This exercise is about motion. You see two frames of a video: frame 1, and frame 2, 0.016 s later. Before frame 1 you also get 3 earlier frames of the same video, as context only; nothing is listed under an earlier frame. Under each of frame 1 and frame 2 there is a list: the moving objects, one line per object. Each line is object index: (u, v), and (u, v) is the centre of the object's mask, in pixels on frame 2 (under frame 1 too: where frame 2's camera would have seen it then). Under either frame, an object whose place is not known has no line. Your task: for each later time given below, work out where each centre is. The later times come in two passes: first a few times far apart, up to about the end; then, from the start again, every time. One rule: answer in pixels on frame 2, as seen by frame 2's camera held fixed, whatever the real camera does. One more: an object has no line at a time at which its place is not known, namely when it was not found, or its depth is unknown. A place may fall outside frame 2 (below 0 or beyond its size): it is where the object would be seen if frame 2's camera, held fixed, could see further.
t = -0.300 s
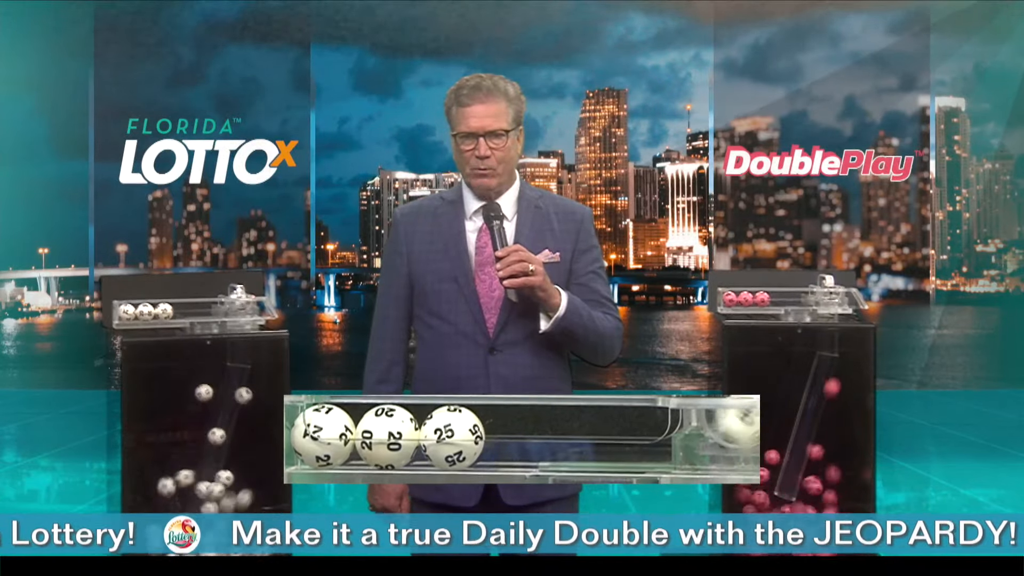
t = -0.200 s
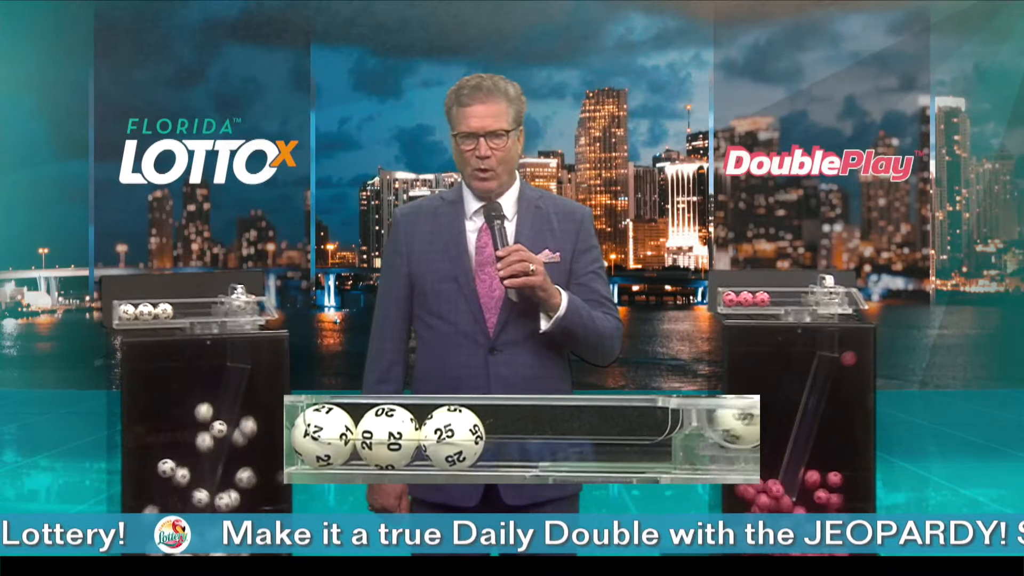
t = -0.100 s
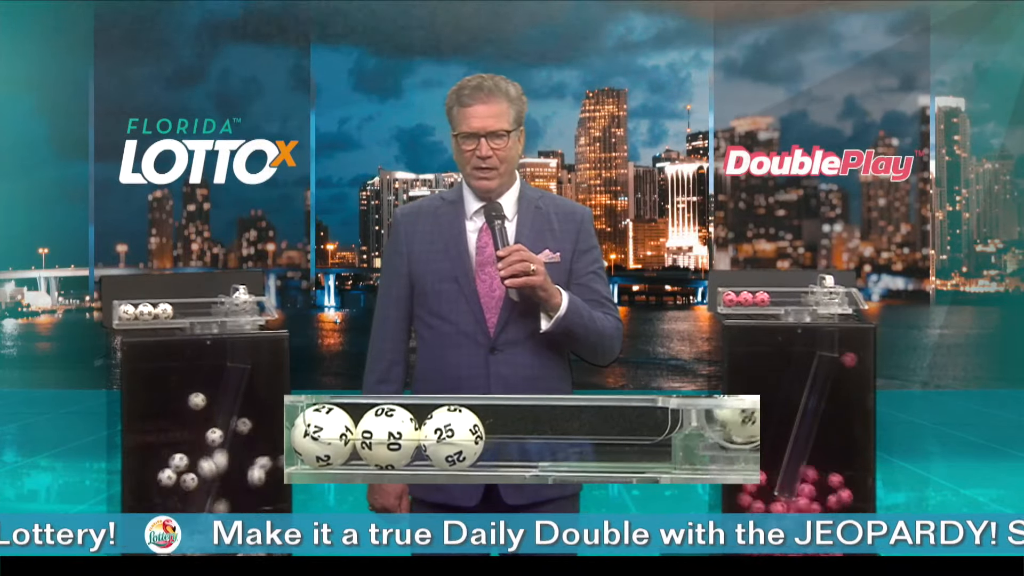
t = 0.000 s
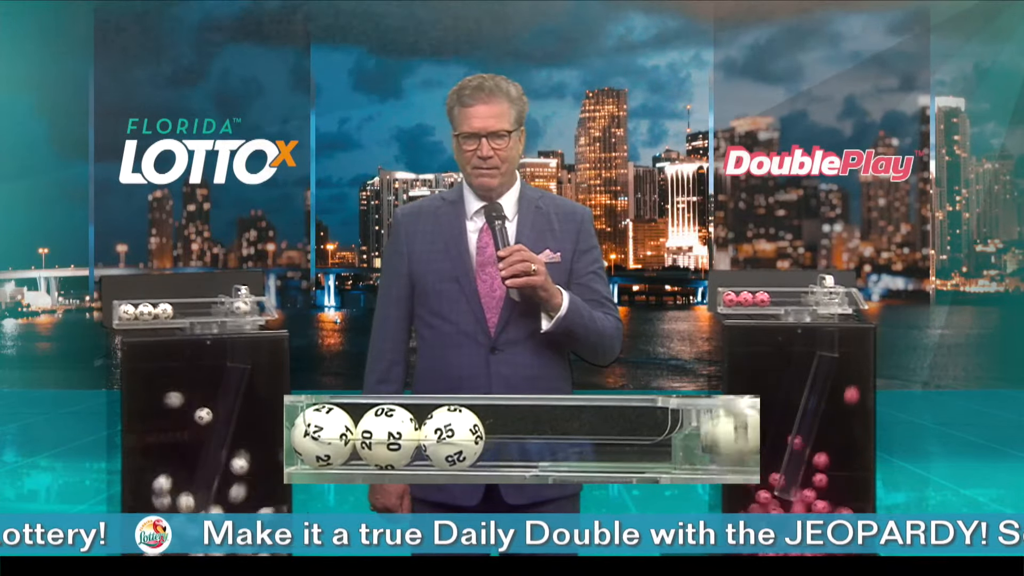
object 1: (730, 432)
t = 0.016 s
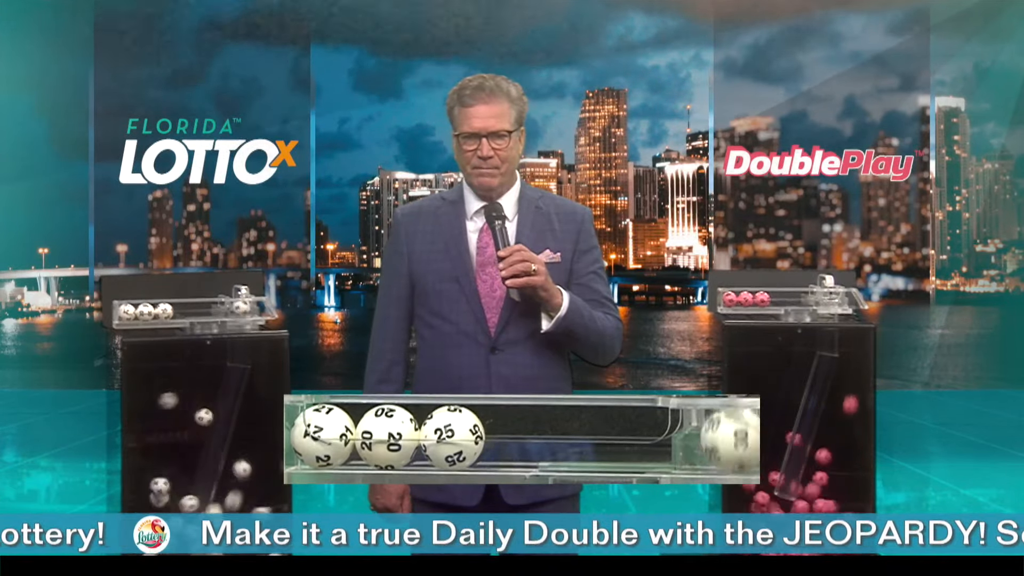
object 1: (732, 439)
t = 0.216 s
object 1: (720, 436)
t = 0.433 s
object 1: (711, 442)
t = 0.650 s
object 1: (633, 440)
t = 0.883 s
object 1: (544, 438)
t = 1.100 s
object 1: (513, 436)
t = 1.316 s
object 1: (511, 438)
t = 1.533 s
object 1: (511, 438)
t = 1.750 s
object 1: (511, 438)
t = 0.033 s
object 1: (730, 434)
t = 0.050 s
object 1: (729, 434)
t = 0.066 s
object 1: (729, 438)
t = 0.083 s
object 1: (728, 438)
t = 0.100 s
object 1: (727, 438)
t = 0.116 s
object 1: (726, 437)
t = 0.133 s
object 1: (725, 437)
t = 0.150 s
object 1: (723, 437)
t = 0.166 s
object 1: (722, 437)
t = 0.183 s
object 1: (721, 437)
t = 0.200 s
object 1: (721, 436)
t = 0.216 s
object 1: (720, 436)
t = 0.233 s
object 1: (719, 436)
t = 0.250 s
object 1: (719, 436)
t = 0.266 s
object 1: (719, 436)
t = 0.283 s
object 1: (719, 436)
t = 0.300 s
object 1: (719, 439)
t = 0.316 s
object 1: (718, 440)
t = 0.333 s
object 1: (716, 439)
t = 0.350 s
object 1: (714, 439)
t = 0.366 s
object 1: (713, 440)
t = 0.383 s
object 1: (714, 441)
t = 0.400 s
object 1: (713, 441)
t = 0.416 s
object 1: (712, 442)
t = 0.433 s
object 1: (711, 442)
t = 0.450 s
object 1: (709, 442)
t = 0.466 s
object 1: (708, 442)
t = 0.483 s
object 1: (706, 442)
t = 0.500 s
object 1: (703, 442)
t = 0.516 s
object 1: (700, 441)
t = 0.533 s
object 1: (695, 441)
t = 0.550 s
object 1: (690, 441)
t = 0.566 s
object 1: (684, 441)
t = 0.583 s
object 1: (677, 441)
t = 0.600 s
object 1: (668, 440)
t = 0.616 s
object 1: (658, 440)
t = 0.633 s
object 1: (646, 440)
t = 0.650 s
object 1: (633, 440)
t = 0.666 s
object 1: (620, 441)
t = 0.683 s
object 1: (605, 439)
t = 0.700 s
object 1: (588, 440)
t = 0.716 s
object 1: (570, 439)
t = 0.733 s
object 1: (552, 437)
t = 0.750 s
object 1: (535, 435)
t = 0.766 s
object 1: (519, 436)
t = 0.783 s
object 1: (519, 436)
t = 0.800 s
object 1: (529, 436)
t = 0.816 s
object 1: (537, 436)
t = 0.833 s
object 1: (543, 439)
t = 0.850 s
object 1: (546, 437)
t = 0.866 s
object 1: (546, 437)
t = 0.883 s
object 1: (544, 438)
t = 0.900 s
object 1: (541, 436)
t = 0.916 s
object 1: (536, 437)
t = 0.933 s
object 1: (532, 437)
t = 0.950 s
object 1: (529, 437)
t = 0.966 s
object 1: (525, 437)
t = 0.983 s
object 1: (523, 436)
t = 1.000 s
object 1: (522, 437)
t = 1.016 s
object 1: (520, 436)
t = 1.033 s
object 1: (518, 437)
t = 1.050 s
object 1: (517, 436)
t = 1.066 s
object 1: (514, 436)
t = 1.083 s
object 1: (513, 436)
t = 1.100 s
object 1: (513, 436)
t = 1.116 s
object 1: (513, 436)
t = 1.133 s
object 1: (513, 437)
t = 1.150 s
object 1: (512, 436)
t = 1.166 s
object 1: (512, 437)
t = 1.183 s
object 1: (512, 436)
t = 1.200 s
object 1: (512, 437)
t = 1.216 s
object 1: (512, 436)
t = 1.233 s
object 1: (512, 437)
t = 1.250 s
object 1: (512, 437)
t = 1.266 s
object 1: (512, 437)
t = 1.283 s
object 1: (512, 437)
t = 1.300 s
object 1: (512, 437)
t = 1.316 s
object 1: (511, 438)
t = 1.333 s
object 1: (511, 438)
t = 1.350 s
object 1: (511, 438)
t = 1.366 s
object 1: (512, 438)
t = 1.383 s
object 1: (512, 438)
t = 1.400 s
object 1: (512, 438)
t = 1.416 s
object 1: (512, 438)
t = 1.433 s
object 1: (512, 438)
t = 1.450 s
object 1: (512, 438)
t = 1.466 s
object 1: (512, 438)
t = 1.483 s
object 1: (512, 438)
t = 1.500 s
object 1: (512, 438)
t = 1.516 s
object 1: (511, 438)
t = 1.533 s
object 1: (511, 438)
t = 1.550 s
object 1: (511, 438)
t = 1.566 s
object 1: (511, 438)
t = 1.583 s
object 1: (511, 438)
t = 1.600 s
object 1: (511, 438)
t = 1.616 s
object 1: (512, 438)
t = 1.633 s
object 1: (512, 438)
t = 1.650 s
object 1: (512, 438)
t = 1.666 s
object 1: (512, 438)
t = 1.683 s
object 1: (512, 438)
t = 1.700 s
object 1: (511, 438)
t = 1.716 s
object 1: (511, 438)
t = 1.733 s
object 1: (511, 438)
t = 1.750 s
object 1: (511, 438)
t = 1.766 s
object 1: (511, 438)
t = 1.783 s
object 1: (511, 438)
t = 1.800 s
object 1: (511, 438)
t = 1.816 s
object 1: (511, 438)
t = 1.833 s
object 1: (511, 438)
